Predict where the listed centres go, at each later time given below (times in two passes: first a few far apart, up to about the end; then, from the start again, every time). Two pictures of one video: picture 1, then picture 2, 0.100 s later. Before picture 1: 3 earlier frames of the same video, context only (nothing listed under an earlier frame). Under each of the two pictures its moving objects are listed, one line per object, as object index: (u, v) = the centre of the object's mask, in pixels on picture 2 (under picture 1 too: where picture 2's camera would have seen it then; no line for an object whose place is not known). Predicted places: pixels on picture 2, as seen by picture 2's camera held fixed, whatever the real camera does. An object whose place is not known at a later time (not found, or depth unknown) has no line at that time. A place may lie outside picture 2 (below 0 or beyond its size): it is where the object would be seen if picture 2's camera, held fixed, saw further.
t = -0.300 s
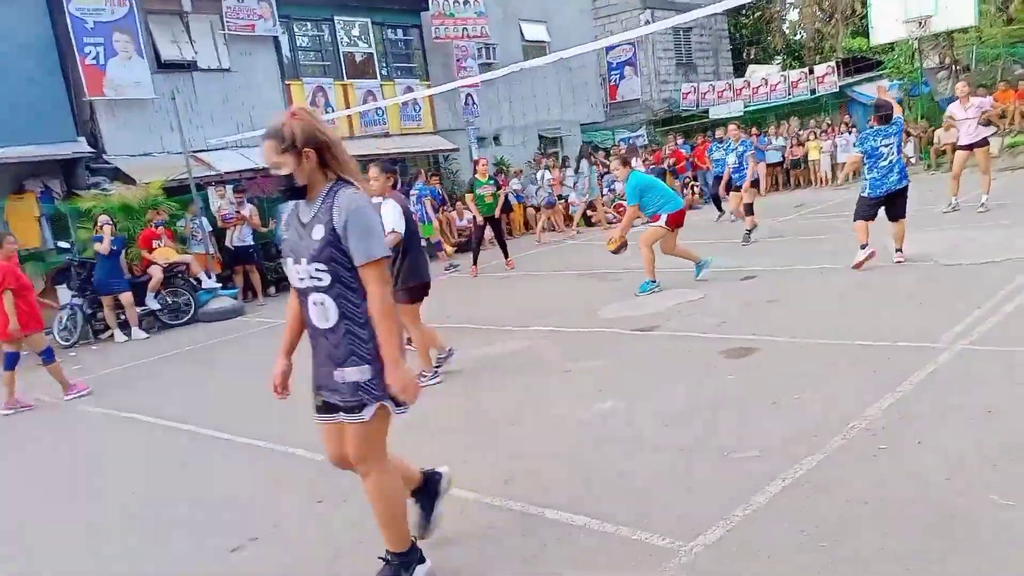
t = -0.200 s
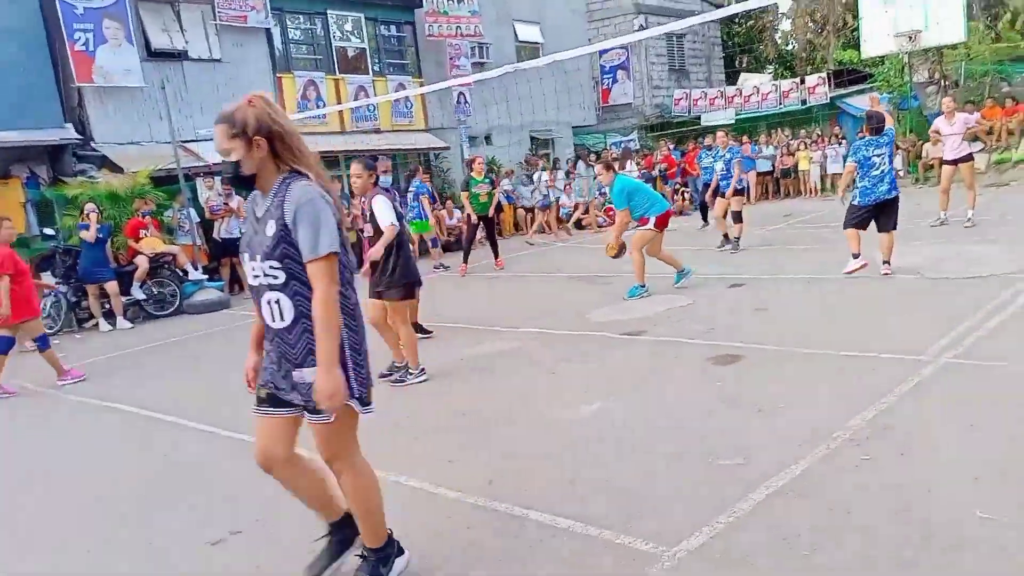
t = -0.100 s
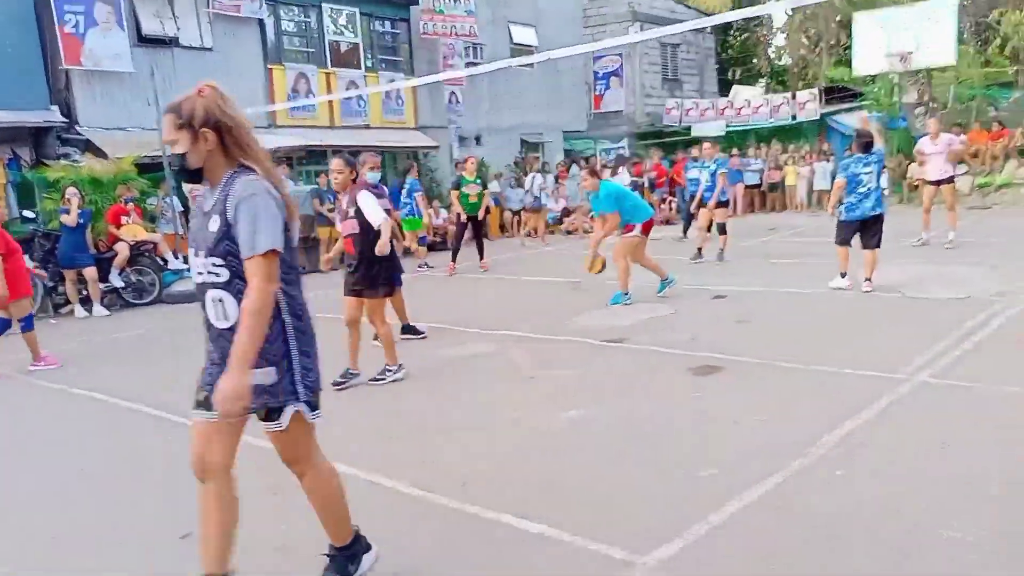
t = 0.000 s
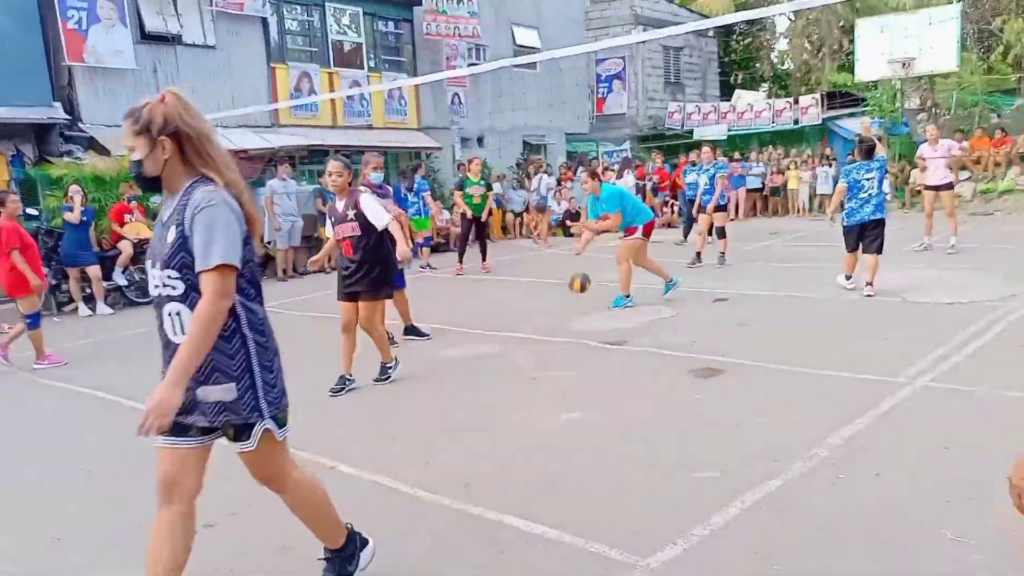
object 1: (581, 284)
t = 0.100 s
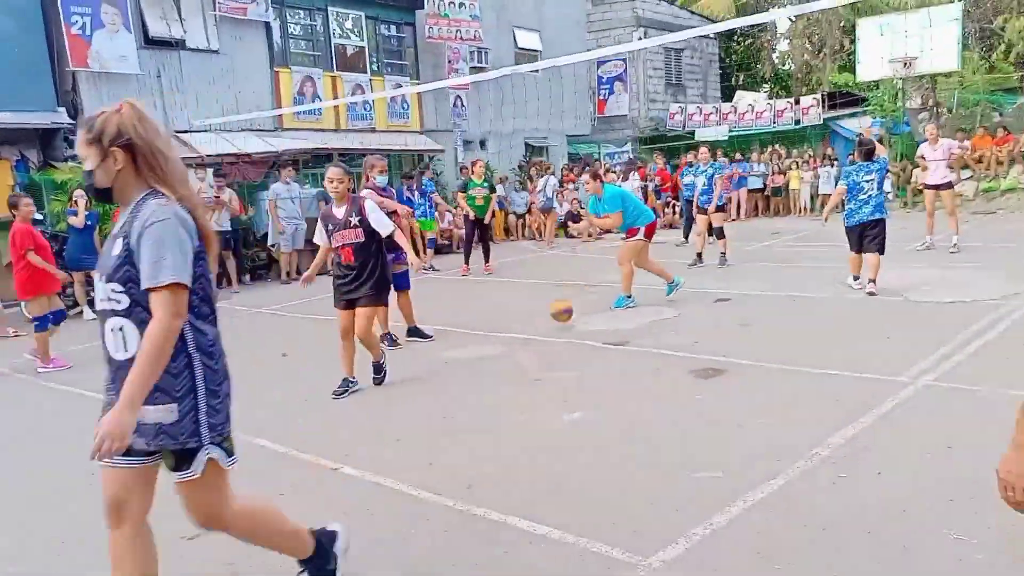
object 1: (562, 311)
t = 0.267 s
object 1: (533, 308)
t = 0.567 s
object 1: (480, 362)
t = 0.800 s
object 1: (414, 380)
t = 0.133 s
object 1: (555, 320)
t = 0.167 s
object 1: (550, 315)
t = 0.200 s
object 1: (545, 311)
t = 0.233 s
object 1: (539, 308)
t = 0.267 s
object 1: (533, 308)
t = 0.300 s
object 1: (528, 306)
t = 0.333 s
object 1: (522, 307)
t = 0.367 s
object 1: (518, 311)
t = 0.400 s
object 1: (511, 315)
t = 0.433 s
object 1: (505, 321)
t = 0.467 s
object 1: (500, 328)
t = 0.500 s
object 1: (493, 338)
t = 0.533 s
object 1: (487, 350)
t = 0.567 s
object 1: (480, 362)
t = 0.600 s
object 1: (472, 360)
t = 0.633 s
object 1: (463, 358)
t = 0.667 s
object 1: (454, 359)
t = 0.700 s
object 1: (445, 361)
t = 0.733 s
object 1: (436, 366)
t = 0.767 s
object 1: (425, 372)
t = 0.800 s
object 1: (414, 380)
